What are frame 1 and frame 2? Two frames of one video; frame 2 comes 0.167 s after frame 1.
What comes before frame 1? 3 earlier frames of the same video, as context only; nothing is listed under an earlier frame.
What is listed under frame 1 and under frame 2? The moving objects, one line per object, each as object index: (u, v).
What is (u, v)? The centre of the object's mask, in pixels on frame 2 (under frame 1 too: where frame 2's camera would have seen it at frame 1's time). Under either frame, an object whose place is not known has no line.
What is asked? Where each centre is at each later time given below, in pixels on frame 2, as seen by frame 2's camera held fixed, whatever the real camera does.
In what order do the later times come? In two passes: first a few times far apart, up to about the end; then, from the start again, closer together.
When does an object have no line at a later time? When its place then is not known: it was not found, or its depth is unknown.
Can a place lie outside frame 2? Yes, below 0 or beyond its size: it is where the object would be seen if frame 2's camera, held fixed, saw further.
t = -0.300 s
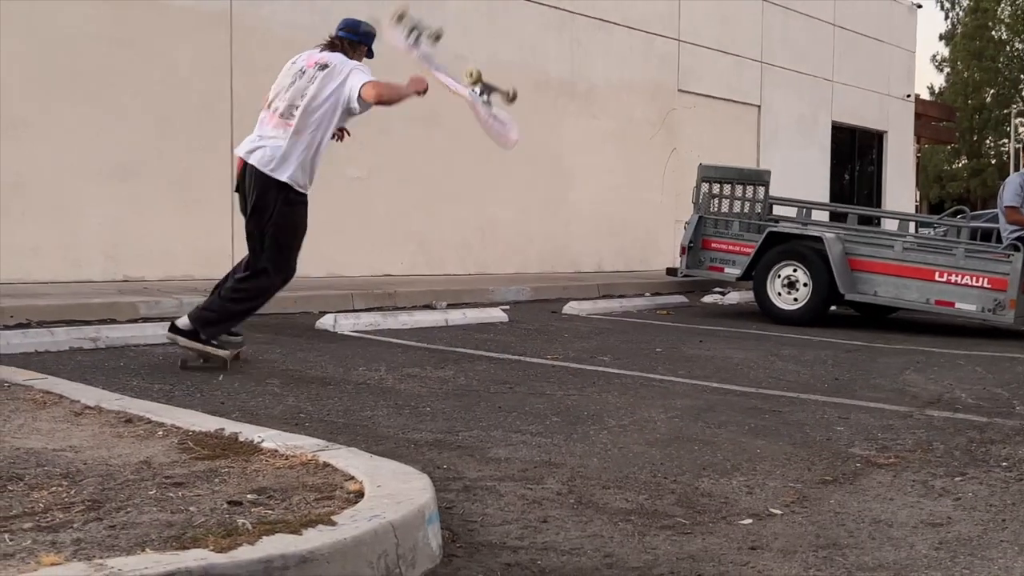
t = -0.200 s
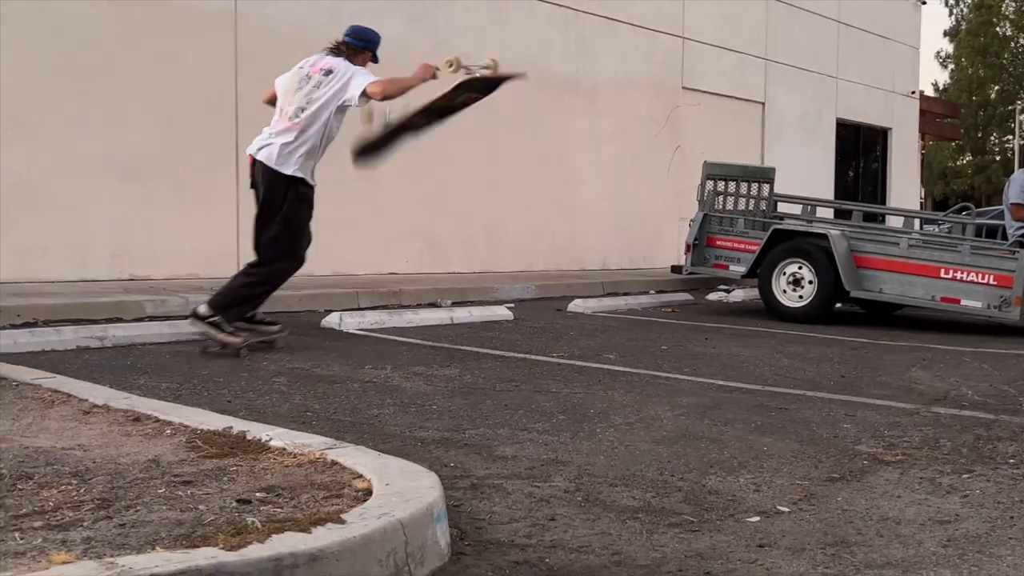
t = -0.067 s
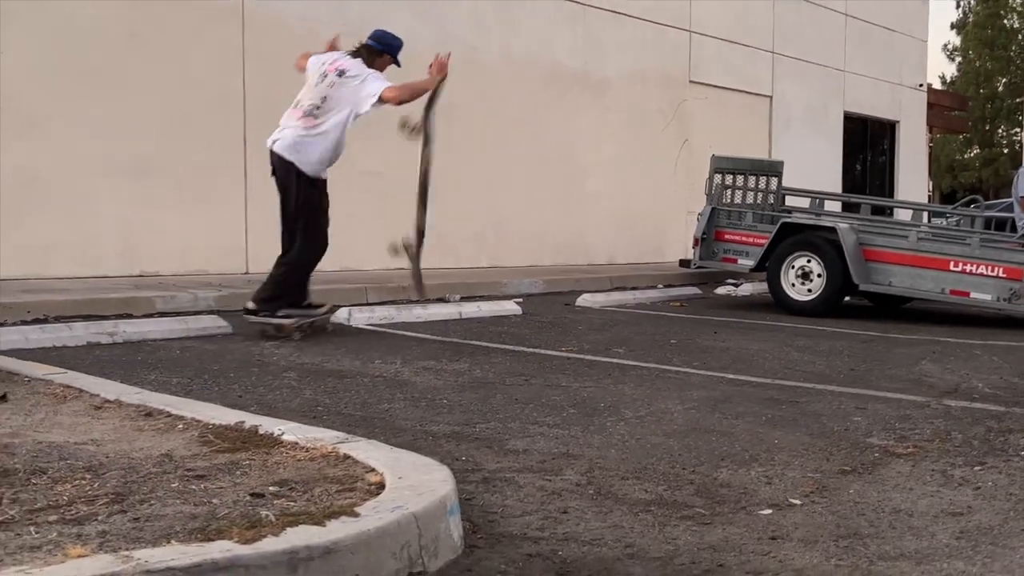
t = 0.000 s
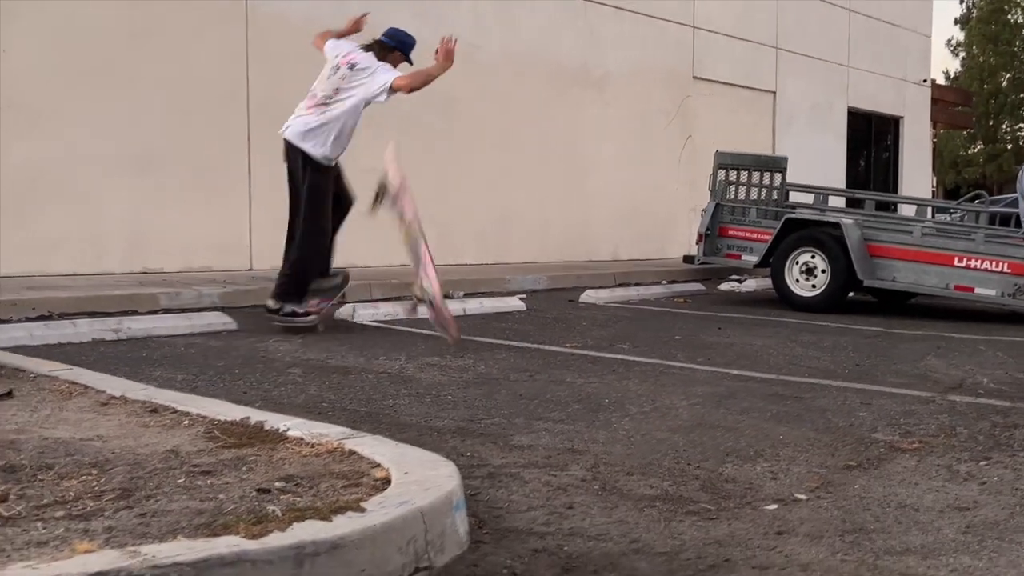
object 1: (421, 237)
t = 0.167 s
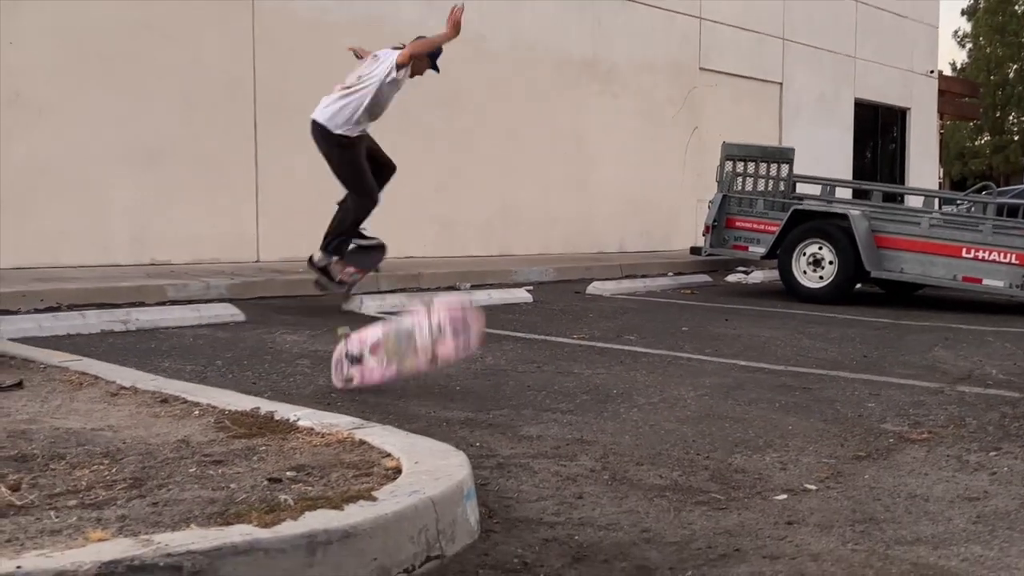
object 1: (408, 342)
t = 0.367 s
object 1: (385, 262)
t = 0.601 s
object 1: (378, 278)
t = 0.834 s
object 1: (381, 308)
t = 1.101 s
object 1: (410, 334)
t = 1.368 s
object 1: (429, 341)
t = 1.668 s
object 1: (439, 342)
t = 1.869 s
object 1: (432, 342)
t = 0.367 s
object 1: (385, 262)
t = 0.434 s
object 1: (384, 258)
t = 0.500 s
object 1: (384, 261)
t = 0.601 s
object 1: (378, 278)
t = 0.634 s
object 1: (375, 289)
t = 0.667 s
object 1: (374, 297)
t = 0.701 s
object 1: (375, 295)
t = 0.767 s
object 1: (378, 299)
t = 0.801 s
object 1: (380, 304)
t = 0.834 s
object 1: (381, 308)
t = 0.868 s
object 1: (383, 314)
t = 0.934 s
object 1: (389, 326)
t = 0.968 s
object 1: (393, 333)
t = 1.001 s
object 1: (395, 332)
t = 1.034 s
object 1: (400, 333)
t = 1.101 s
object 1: (410, 334)
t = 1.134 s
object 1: (416, 336)
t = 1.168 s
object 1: (421, 339)
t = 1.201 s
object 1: (426, 342)
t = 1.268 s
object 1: (429, 342)
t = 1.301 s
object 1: (429, 341)
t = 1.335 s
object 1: (429, 341)
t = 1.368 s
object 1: (429, 341)
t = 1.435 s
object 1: (430, 342)
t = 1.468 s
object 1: (432, 343)
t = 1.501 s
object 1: (433, 343)
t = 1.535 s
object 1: (435, 343)
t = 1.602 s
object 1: (438, 342)
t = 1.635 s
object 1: (439, 342)
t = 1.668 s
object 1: (439, 342)
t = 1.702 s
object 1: (438, 342)
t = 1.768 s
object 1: (435, 344)
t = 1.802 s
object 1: (434, 343)
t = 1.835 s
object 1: (432, 343)
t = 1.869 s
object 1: (432, 342)
